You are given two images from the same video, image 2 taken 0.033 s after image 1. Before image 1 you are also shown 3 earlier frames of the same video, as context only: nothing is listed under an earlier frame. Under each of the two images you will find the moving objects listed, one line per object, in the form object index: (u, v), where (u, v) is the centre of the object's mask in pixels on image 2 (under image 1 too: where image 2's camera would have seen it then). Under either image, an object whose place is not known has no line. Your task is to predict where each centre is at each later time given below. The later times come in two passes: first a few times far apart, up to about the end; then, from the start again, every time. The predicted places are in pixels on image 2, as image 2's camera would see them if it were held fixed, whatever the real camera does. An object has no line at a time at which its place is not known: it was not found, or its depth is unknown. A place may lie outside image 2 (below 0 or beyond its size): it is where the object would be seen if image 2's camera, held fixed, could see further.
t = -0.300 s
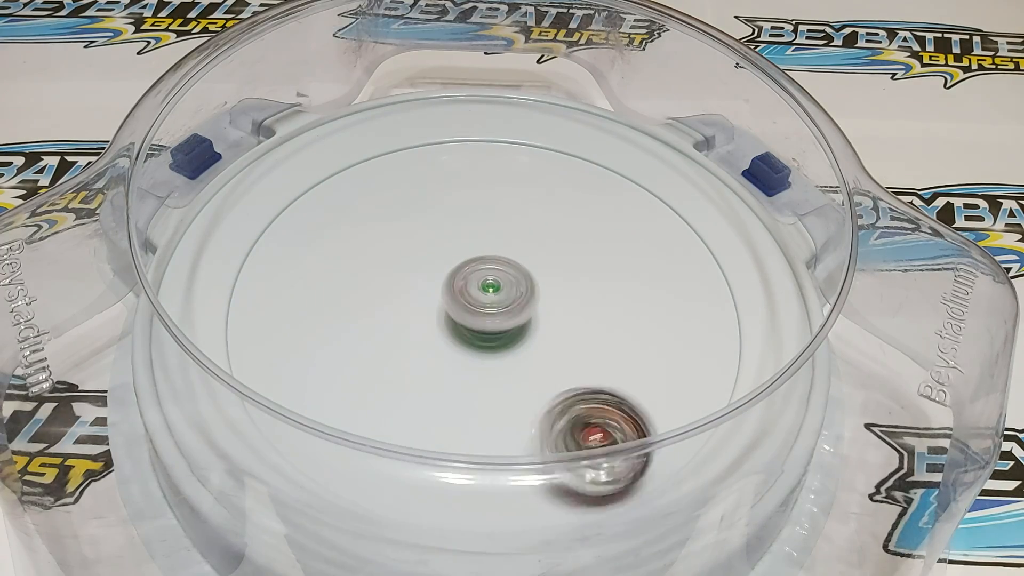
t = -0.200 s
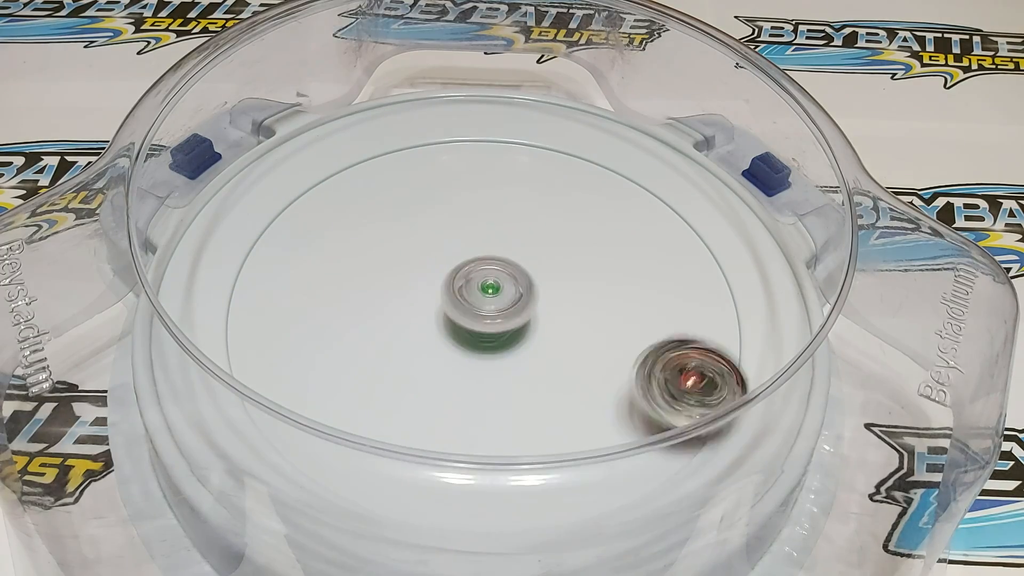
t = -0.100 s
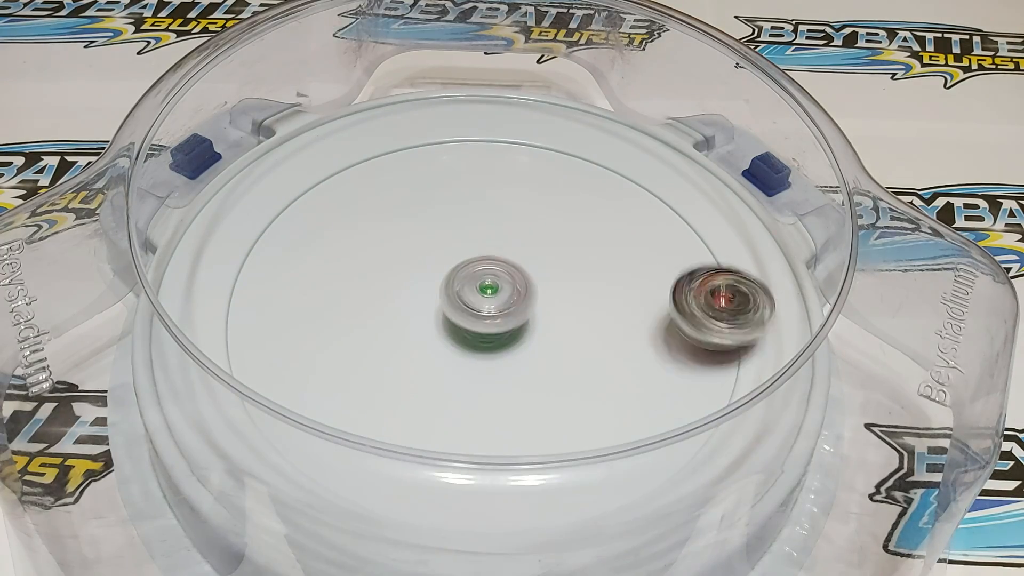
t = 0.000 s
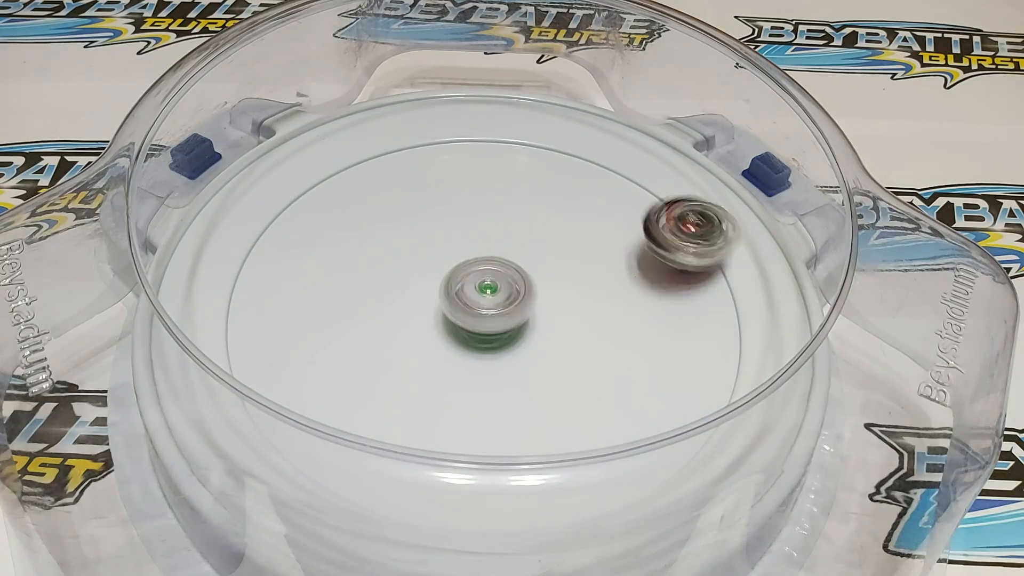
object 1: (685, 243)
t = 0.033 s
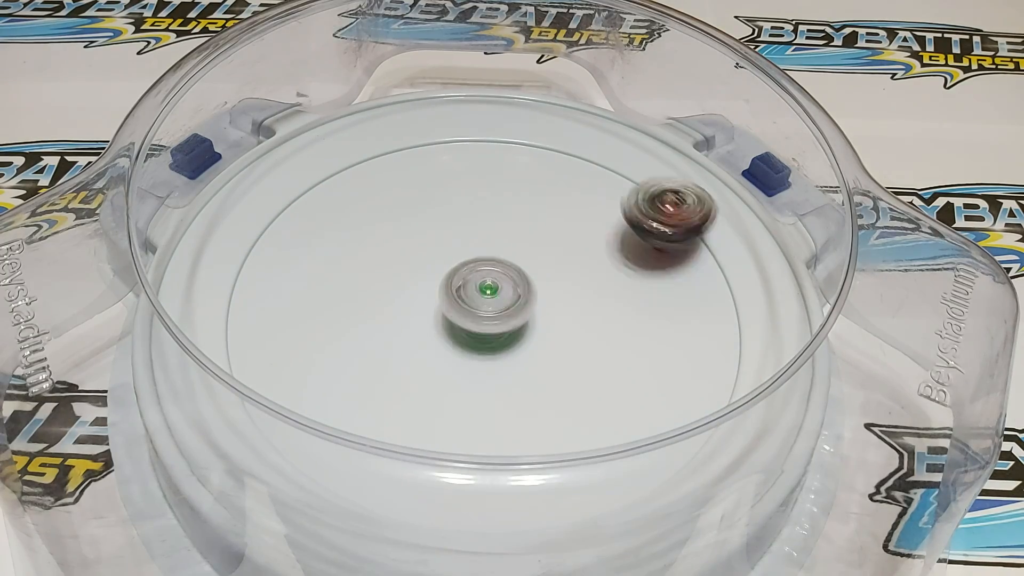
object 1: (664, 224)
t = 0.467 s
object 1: (296, 218)
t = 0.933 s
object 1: (578, 439)
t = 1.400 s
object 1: (560, 171)
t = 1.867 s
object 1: (280, 348)
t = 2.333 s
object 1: (676, 328)
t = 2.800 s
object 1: (403, 183)
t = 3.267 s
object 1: (459, 453)
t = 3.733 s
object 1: (604, 204)
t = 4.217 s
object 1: (310, 313)
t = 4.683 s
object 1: (656, 355)
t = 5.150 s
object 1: (411, 179)
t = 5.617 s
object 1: (468, 417)
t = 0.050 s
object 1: (653, 215)
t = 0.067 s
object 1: (640, 207)
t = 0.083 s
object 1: (628, 200)
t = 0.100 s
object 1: (614, 193)
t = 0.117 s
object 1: (600, 187)
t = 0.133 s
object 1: (585, 182)
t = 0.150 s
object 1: (571, 178)
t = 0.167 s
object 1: (556, 174)
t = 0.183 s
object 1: (542, 170)
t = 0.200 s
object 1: (525, 169)
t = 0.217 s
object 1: (510, 167)
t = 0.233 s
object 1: (496, 164)
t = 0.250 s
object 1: (479, 163)
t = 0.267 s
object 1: (464, 164)
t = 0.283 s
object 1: (449, 163)
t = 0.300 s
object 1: (433, 165)
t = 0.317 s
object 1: (417, 167)
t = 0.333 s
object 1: (403, 168)
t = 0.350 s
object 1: (389, 172)
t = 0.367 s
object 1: (373, 177)
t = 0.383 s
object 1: (359, 180)
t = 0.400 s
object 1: (346, 186)
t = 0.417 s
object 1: (332, 194)
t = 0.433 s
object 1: (319, 199)
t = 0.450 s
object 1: (308, 208)
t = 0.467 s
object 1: (296, 218)
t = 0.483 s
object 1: (287, 226)
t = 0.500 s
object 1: (278, 237)
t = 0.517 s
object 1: (271, 250)
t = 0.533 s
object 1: (264, 260)
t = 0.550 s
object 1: (260, 273)
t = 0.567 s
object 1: (258, 287)
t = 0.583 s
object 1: (256, 300)
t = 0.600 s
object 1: (257, 313)
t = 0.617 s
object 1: (261, 329)
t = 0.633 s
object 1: (265, 340)
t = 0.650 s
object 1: (275, 351)
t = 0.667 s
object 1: (286, 363)
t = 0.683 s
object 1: (292, 380)
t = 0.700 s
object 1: (304, 393)
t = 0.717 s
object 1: (320, 405)
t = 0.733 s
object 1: (337, 416)
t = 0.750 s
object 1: (354, 424)
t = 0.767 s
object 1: (372, 433)
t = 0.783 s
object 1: (393, 440)
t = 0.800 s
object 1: (413, 446)
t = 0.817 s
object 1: (433, 450)
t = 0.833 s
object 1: (455, 454)
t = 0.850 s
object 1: (477, 453)
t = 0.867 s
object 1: (496, 454)
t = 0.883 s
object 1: (518, 453)
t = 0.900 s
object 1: (539, 448)
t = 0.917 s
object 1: (559, 444)
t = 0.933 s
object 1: (578, 439)
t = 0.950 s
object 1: (596, 432)
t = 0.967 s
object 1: (612, 424)
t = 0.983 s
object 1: (629, 416)
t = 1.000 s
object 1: (642, 406)
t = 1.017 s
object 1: (653, 390)
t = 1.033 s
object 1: (665, 382)
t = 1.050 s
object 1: (680, 369)
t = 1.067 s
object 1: (684, 362)
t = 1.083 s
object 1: (691, 349)
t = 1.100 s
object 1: (700, 329)
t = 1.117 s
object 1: (701, 320)
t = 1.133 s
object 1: (700, 310)
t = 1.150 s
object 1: (700, 299)
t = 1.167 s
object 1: (699, 286)
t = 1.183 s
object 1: (696, 273)
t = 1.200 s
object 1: (691, 262)
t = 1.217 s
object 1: (686, 250)
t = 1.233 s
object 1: (679, 240)
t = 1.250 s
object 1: (670, 230)
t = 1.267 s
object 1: (660, 220)
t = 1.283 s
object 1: (650, 211)
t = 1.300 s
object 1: (639, 203)
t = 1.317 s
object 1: (627, 196)
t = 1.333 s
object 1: (614, 190)
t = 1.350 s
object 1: (602, 183)
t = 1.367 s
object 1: (588, 179)
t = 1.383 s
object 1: (573, 175)
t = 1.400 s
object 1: (560, 171)
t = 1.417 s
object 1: (545, 169)
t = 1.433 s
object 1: (530, 168)
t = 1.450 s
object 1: (515, 165)
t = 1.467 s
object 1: (501, 165)
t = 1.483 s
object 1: (485, 166)
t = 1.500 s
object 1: (470, 165)
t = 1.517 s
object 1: (456, 167)
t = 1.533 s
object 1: (440, 170)
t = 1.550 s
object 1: (426, 172)
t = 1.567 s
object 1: (411, 175)
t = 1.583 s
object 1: (398, 180)
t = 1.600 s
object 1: (383, 185)
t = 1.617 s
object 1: (370, 190)
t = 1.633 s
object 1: (357, 197)
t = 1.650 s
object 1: (345, 203)
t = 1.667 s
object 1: (333, 210)
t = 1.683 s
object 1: (322, 219)
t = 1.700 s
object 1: (312, 229)
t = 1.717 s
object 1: (303, 237)
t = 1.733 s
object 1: (295, 249)
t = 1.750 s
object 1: (287, 260)
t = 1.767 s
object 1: (281, 271)
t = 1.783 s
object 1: (277, 283)
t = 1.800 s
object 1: (273, 297)
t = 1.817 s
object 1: (272, 309)
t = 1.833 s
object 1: (272, 322)
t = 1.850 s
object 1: (275, 337)
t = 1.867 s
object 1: (280, 348)
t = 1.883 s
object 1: (288, 358)
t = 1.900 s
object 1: (297, 369)
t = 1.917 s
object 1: (304, 388)
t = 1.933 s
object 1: (315, 398)
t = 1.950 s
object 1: (330, 410)
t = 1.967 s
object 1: (345, 420)
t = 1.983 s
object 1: (361, 428)
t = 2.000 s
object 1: (380, 436)
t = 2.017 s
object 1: (398, 443)
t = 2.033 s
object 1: (418, 447)
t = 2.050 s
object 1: (440, 452)
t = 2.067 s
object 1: (459, 453)
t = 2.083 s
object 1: (480, 454)
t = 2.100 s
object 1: (501, 452)
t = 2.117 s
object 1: (518, 449)
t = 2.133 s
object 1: (539, 446)
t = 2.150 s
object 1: (557, 440)
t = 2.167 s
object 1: (574, 434)
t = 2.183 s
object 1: (591, 426)
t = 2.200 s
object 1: (606, 416)
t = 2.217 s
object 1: (618, 401)
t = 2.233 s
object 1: (631, 394)
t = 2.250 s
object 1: (642, 386)
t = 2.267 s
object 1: (651, 376)
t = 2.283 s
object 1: (661, 365)
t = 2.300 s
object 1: (670, 347)
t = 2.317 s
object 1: (672, 340)
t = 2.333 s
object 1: (676, 328)
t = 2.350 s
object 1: (678, 315)
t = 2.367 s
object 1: (679, 303)
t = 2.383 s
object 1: (679, 291)
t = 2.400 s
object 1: (677, 279)
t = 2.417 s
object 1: (674, 267)
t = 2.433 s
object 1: (670, 256)
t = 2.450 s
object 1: (664, 245)
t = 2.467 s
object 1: (657, 234)
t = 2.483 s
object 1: (649, 224)
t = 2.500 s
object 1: (640, 215)
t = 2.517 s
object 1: (631, 206)
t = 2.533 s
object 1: (620, 199)
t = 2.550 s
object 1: (608, 191)
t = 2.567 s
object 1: (596, 186)
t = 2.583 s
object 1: (583, 180)
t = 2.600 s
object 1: (571, 175)
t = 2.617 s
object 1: (557, 172)
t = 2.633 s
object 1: (542, 170)
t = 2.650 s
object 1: (529, 166)
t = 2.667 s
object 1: (515, 166)
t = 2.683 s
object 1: (500, 166)
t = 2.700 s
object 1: (485, 165)
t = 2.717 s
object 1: (471, 166)
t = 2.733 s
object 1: (457, 169)
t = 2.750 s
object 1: (443, 171)
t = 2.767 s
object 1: (430, 174)
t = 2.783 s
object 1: (415, 179)
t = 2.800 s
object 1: (403, 183)
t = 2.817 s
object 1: (390, 188)
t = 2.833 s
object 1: (378, 195)
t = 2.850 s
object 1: (366, 203)
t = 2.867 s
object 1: (354, 209)
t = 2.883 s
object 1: (345, 217)
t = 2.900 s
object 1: (335, 228)
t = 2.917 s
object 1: (325, 237)
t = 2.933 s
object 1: (318, 246)
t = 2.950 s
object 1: (311, 259)
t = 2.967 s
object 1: (304, 269)
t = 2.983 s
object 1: (300, 280)
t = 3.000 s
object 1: (297, 295)
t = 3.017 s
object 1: (294, 306)
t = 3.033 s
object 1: (293, 318)
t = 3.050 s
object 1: (295, 333)
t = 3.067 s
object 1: (299, 346)
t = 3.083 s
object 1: (303, 357)
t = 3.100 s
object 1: (310, 367)
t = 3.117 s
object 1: (320, 377)
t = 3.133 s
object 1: (330, 385)
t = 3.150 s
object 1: (343, 392)
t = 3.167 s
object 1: (353, 415)
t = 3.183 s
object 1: (369, 425)
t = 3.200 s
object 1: (384, 432)
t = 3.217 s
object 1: (402, 441)
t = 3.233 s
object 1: (420, 446)
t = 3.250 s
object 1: (439, 449)
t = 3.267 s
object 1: (459, 453)
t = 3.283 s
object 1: (478, 454)
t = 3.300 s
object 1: (497, 453)
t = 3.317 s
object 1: (517, 451)
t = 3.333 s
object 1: (534, 446)
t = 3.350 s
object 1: (552, 443)
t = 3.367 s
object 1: (570, 435)
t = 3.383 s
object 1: (585, 427)
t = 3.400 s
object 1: (598, 413)
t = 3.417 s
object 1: (611, 404)
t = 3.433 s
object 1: (623, 396)
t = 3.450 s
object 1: (634, 389)
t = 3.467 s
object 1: (644, 373)
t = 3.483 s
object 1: (648, 366)
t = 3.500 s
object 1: (654, 355)
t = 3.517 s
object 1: (659, 343)
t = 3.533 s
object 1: (661, 331)
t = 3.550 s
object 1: (663, 318)
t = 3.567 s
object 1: (663, 307)
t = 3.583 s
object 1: (662, 294)
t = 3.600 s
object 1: (659, 282)
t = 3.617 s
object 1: (656, 271)
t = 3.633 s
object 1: (651, 260)
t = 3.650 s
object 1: (645, 249)
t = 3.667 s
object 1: (639, 239)
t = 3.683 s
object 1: (631, 230)
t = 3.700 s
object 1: (622, 220)
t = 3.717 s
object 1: (613, 211)
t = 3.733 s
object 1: (604, 204)
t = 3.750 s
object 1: (592, 197)
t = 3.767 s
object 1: (581, 190)
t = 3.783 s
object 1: (569, 184)
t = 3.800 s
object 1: (556, 180)
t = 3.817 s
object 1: (543, 176)
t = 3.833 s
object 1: (530, 172)
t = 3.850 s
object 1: (516, 169)
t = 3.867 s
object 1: (502, 168)
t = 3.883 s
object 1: (489, 166)
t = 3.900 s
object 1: (475, 167)
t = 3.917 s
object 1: (461, 168)
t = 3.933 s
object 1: (447, 169)
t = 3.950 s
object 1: (434, 172)
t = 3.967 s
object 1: (420, 176)
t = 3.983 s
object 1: (408, 180)
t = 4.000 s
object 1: (396, 184)
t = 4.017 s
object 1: (384, 191)
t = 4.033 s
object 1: (373, 198)
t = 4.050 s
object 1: (362, 205)
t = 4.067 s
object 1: (353, 212)
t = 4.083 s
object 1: (344, 223)
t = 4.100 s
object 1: (335, 231)
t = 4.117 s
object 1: (328, 242)
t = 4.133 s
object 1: (322, 254)
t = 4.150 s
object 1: (317, 265)
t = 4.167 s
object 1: (313, 276)
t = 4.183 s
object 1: (312, 290)
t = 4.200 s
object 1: (311, 302)
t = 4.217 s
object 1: (310, 313)
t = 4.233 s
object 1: (313, 326)
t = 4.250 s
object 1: (317, 340)
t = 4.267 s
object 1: (322, 351)
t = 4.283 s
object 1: (328, 363)
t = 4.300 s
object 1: (338, 374)
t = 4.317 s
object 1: (347, 384)
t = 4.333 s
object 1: (358, 389)
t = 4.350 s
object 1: (371, 397)
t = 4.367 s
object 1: (383, 417)
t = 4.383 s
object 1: (398, 425)
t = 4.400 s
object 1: (413, 432)
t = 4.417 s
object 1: (432, 439)
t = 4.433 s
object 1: (450, 443)
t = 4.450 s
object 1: (468, 446)
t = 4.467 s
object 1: (486, 449)
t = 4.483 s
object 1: (504, 450)
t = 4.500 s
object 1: (524, 446)
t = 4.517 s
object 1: (542, 443)
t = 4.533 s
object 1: (559, 439)
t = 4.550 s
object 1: (576, 433)
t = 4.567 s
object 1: (590, 426)
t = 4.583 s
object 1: (604, 418)
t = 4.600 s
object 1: (616, 403)
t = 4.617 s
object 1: (629, 395)
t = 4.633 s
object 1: (637, 388)
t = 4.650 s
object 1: (646, 379)
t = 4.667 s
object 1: (653, 365)
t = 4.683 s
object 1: (656, 355)
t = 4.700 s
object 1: (659, 344)
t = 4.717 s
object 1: (663, 328)
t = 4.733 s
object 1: (660, 320)
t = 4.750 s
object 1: (660, 308)
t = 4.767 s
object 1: (657, 297)
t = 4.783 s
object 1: (653, 285)
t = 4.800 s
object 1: (648, 274)
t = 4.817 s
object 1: (643, 264)
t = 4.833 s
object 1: (636, 255)
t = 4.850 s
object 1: (628, 245)
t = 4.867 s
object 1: (620, 236)
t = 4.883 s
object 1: (611, 227)
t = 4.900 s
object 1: (601, 220)
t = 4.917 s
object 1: (590, 212)
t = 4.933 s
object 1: (579, 205)
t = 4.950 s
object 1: (569, 199)
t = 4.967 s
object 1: (557, 194)
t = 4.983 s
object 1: (544, 188)
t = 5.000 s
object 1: (531, 185)
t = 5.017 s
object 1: (518, 182)
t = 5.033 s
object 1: (505, 178)
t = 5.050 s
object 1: (492, 176)
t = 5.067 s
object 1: (479, 175)
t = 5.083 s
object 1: (465, 174)
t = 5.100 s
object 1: (451, 174)
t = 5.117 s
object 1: (437, 176)
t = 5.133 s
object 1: (425, 178)
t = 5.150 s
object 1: (411, 179)
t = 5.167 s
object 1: (400, 183)
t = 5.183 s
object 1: (386, 189)
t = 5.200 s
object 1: (374, 194)
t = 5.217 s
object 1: (364, 200)
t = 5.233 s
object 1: (354, 208)
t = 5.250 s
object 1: (344, 216)
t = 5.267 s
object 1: (337, 224)
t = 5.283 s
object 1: (330, 234)
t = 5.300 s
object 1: (323, 246)
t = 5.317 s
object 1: (317, 255)
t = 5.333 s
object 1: (315, 266)
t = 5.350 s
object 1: (313, 279)
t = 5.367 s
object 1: (312, 290)
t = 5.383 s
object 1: (312, 302)
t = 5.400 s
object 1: (315, 316)
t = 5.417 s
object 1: (319, 328)
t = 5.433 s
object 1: (324, 338)
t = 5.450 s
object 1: (331, 351)
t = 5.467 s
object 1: (340, 362)
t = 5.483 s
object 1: (349, 372)
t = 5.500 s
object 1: (360, 381)
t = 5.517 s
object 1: (374, 389)
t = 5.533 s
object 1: (387, 396)
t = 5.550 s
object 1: (401, 401)
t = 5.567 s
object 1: (416, 407)
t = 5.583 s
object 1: (432, 411)
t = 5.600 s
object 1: (449, 415)
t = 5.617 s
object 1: (468, 417)
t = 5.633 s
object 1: (483, 420)
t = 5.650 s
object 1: (500, 420)
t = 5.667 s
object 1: (519, 420)
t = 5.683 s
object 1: (539, 419)
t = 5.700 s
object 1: (554, 417)
